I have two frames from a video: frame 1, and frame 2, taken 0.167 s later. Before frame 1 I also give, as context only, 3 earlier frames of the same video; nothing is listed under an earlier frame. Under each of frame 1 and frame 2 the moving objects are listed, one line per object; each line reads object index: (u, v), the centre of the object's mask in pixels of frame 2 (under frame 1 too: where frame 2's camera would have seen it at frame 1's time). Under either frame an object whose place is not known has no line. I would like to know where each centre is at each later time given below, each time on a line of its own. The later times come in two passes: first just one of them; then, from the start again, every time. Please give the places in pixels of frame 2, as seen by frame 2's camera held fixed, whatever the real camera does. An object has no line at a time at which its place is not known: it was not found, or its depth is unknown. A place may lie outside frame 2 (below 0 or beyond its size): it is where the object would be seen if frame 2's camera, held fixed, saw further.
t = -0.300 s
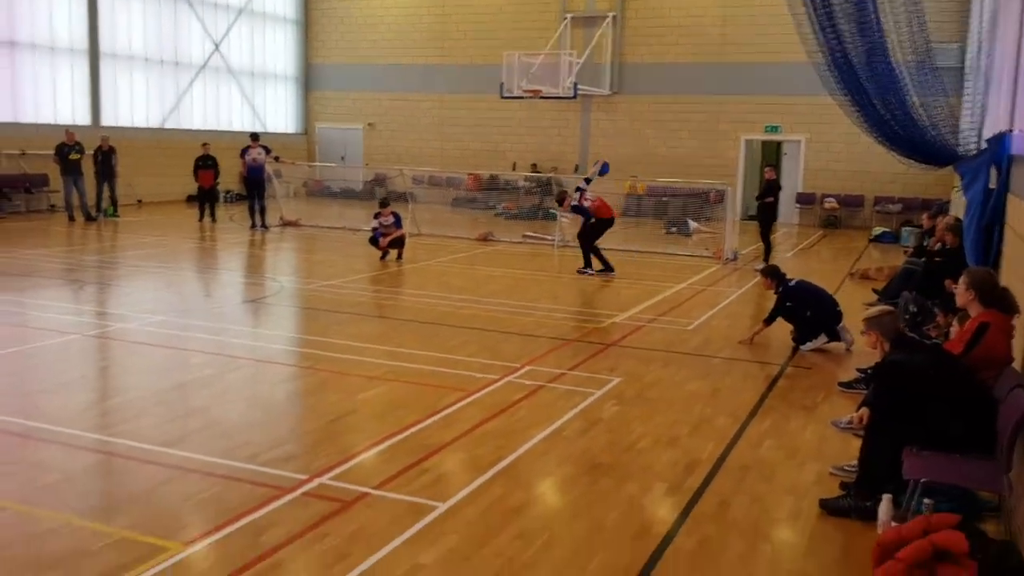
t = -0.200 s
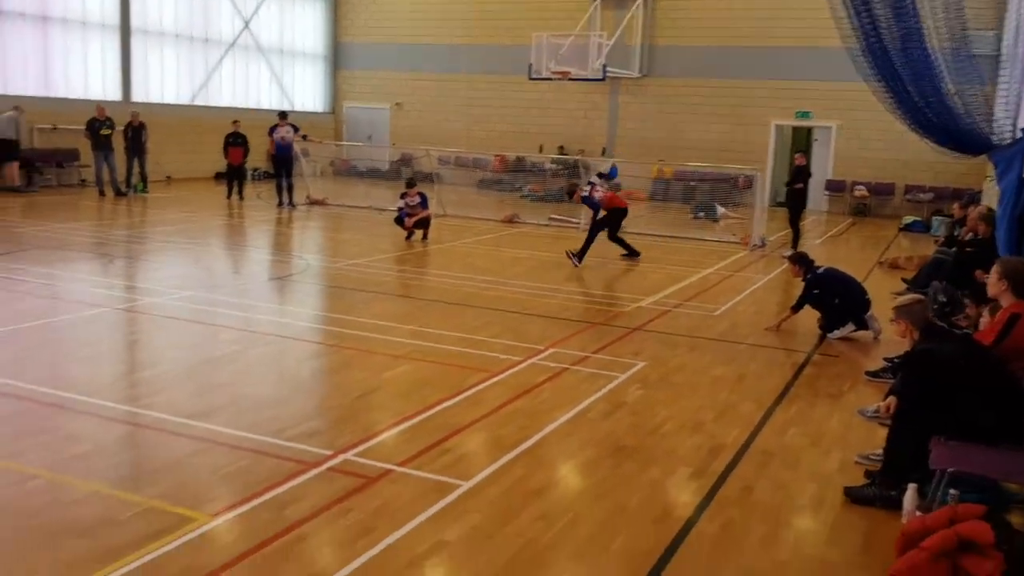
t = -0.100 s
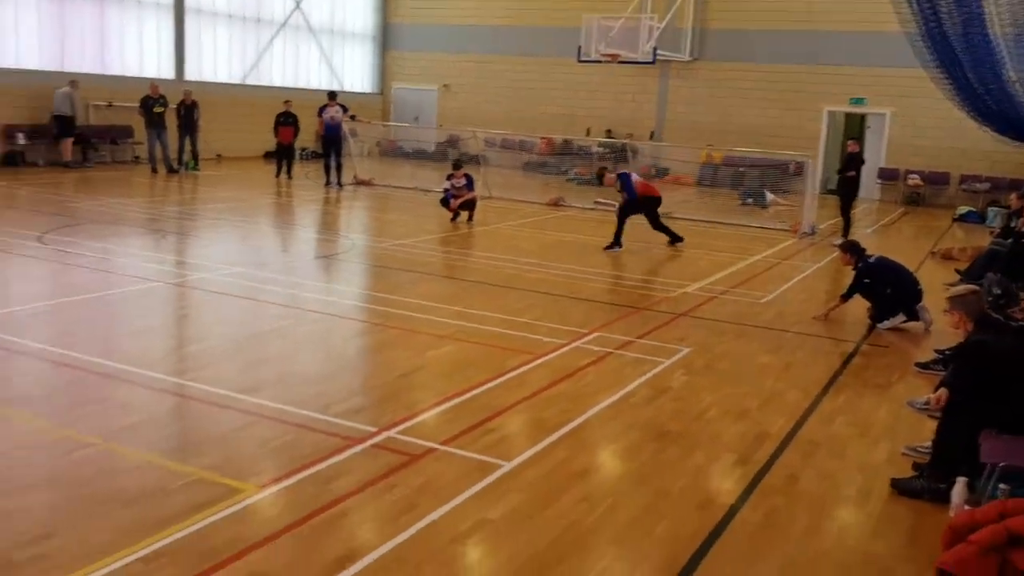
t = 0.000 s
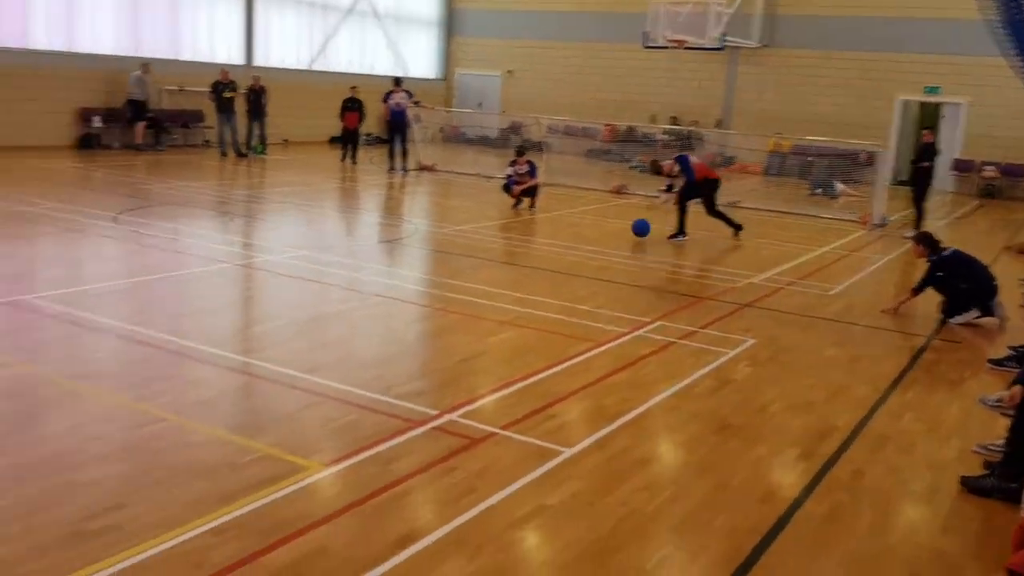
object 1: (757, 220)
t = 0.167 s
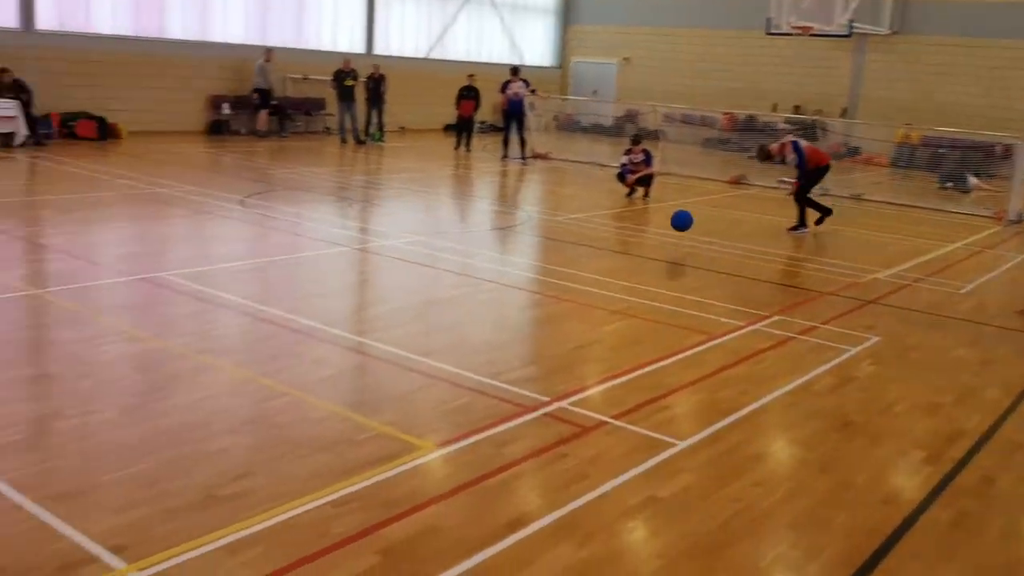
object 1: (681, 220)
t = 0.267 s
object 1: (624, 235)
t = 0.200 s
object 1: (663, 224)
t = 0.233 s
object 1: (644, 229)
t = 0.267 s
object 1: (624, 235)
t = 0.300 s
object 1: (603, 243)
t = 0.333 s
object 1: (580, 253)
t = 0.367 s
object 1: (557, 257)
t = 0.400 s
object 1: (535, 257)
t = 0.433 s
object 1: (510, 257)
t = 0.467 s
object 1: (485, 260)
